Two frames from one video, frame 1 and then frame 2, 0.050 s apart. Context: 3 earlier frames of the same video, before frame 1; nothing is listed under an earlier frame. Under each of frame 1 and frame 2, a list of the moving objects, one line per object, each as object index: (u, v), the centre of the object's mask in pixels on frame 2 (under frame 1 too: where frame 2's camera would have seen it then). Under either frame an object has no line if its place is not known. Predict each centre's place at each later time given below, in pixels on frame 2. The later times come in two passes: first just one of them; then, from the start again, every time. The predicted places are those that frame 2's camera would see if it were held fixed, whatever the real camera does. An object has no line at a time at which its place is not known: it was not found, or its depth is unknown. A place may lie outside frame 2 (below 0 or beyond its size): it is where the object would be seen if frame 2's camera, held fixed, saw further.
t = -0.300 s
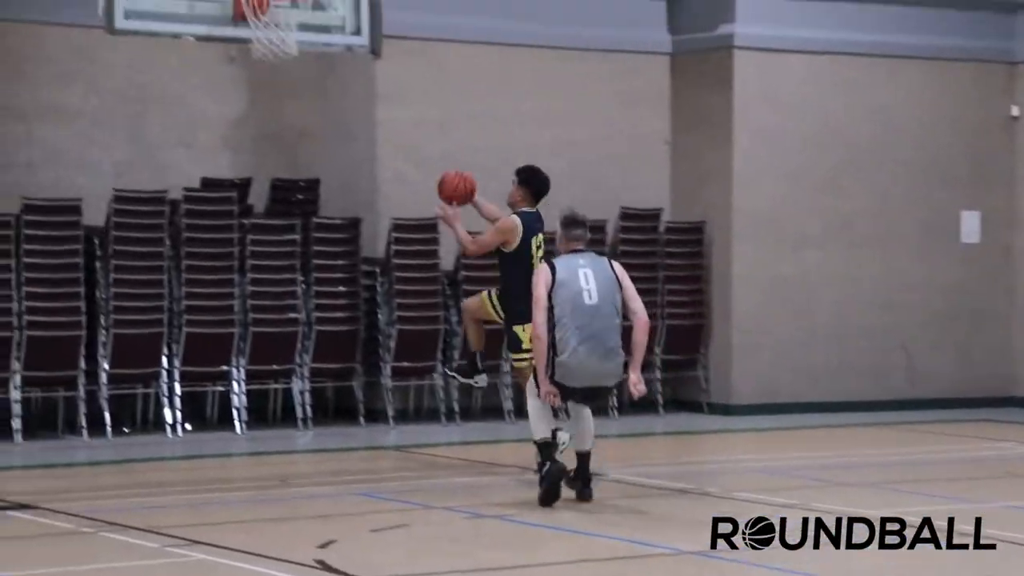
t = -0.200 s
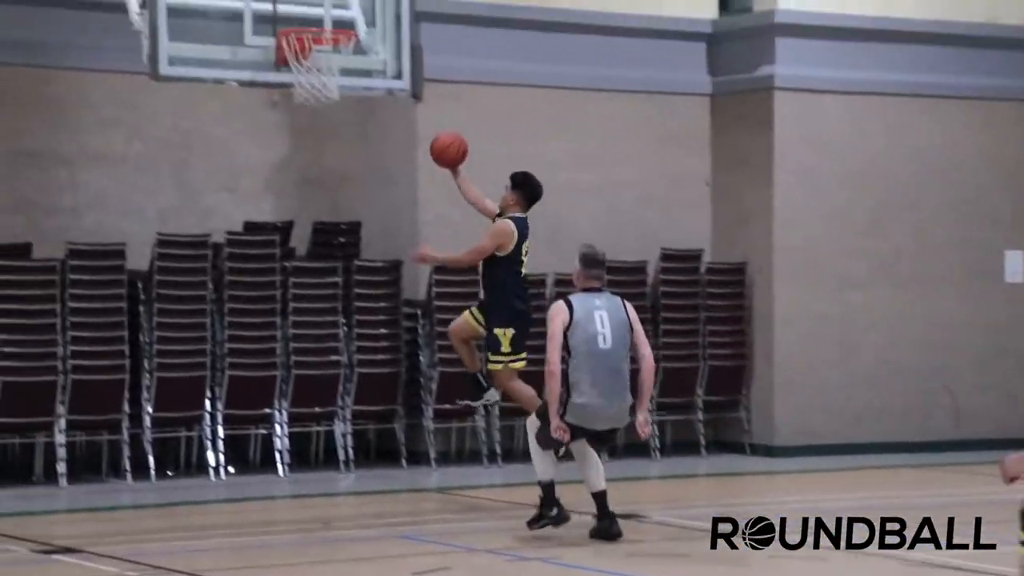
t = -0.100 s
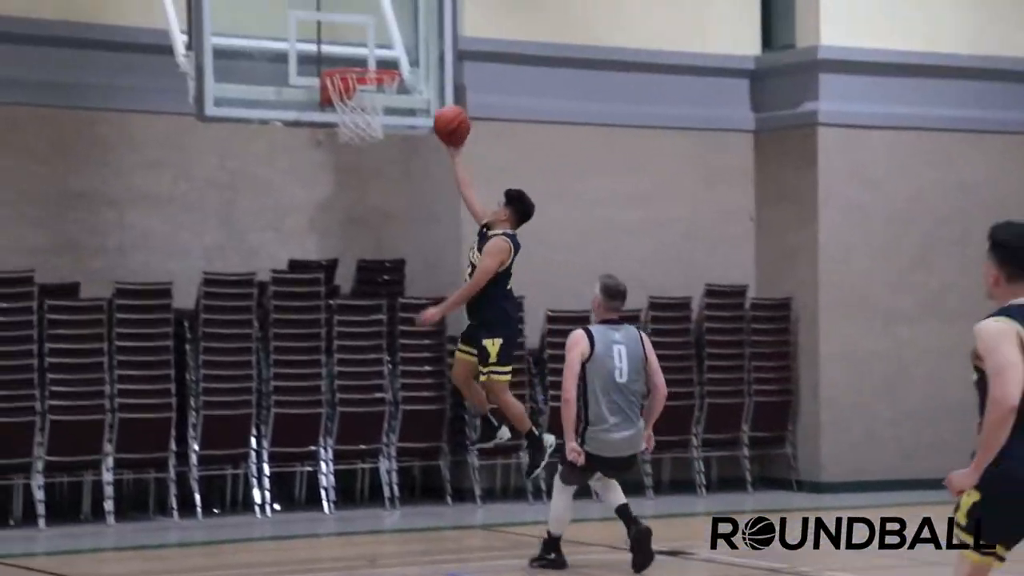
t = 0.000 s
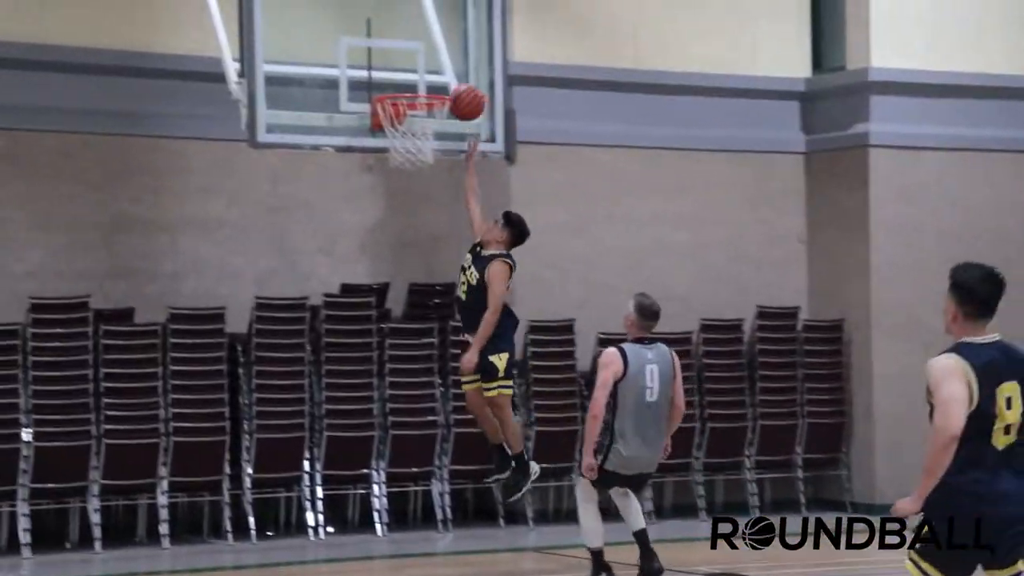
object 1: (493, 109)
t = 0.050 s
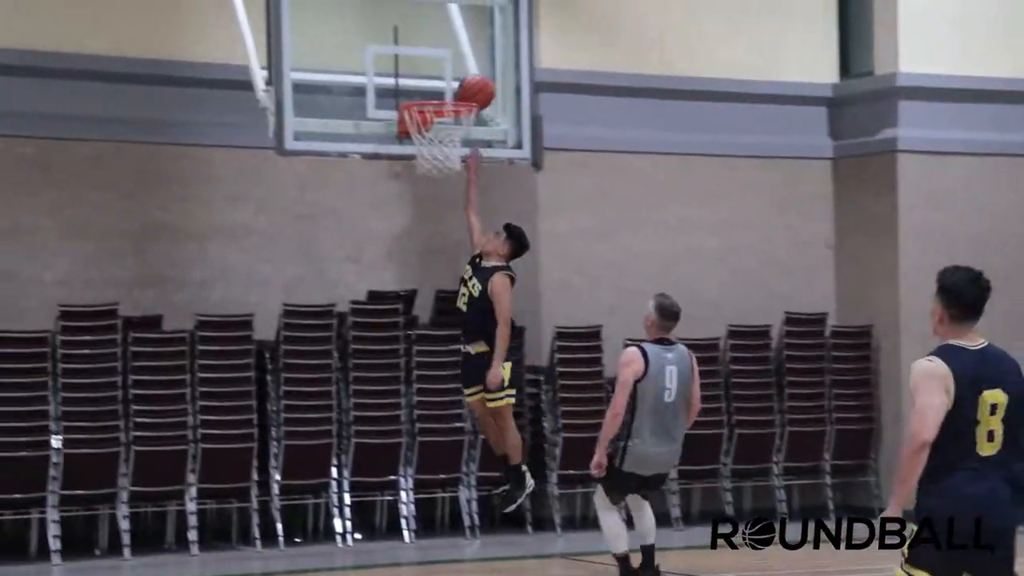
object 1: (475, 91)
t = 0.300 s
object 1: (447, 66)
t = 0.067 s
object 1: (470, 87)
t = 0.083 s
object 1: (464, 84)
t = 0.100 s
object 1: (460, 79)
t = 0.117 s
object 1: (458, 76)
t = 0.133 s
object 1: (457, 73)
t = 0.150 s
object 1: (456, 71)
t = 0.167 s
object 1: (455, 69)
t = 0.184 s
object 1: (454, 67)
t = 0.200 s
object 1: (453, 66)
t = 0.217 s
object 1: (452, 65)
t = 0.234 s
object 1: (451, 65)
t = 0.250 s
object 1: (450, 64)
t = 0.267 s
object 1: (449, 65)
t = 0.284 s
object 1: (448, 65)
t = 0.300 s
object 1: (447, 66)
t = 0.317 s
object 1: (447, 68)
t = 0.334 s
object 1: (446, 70)
